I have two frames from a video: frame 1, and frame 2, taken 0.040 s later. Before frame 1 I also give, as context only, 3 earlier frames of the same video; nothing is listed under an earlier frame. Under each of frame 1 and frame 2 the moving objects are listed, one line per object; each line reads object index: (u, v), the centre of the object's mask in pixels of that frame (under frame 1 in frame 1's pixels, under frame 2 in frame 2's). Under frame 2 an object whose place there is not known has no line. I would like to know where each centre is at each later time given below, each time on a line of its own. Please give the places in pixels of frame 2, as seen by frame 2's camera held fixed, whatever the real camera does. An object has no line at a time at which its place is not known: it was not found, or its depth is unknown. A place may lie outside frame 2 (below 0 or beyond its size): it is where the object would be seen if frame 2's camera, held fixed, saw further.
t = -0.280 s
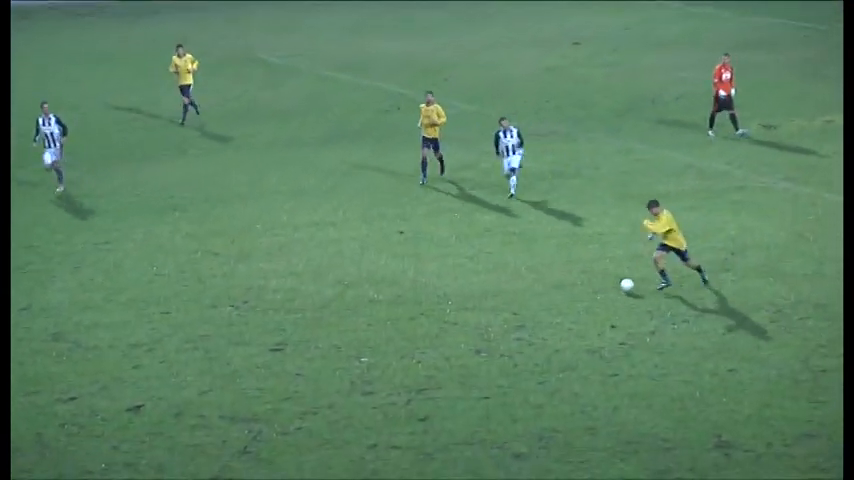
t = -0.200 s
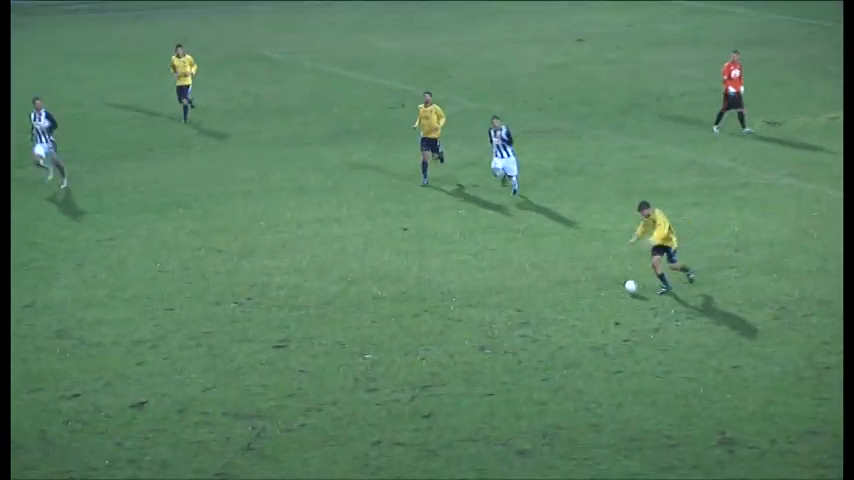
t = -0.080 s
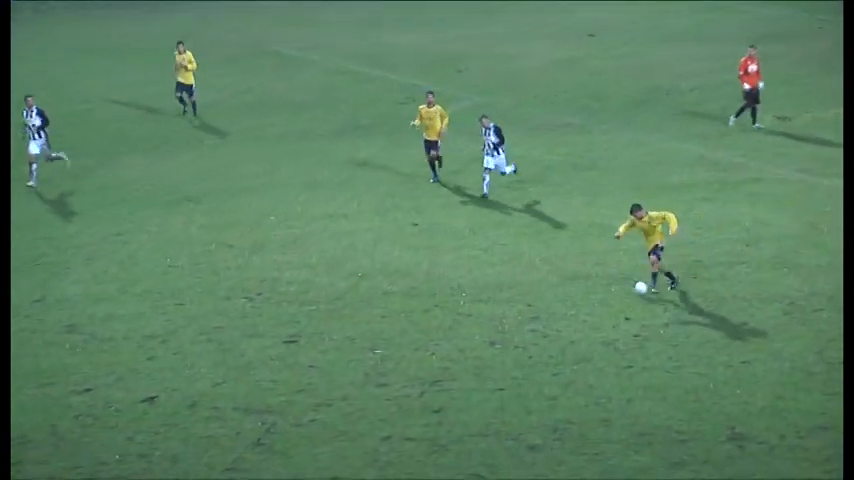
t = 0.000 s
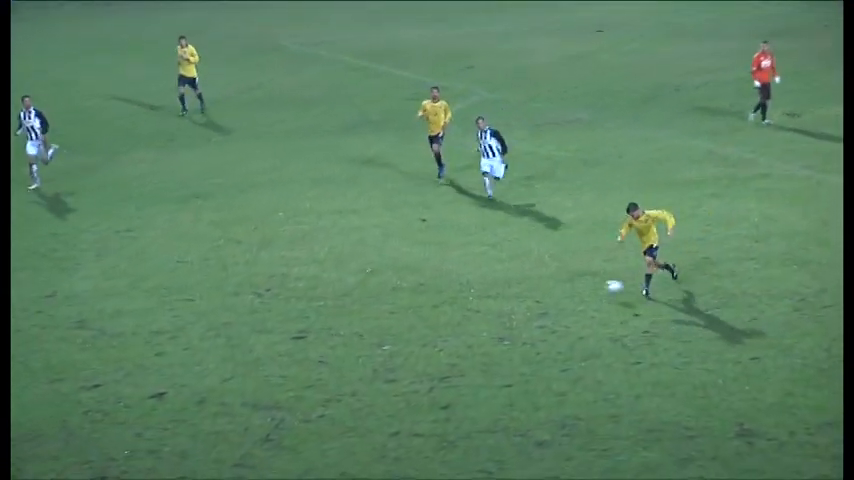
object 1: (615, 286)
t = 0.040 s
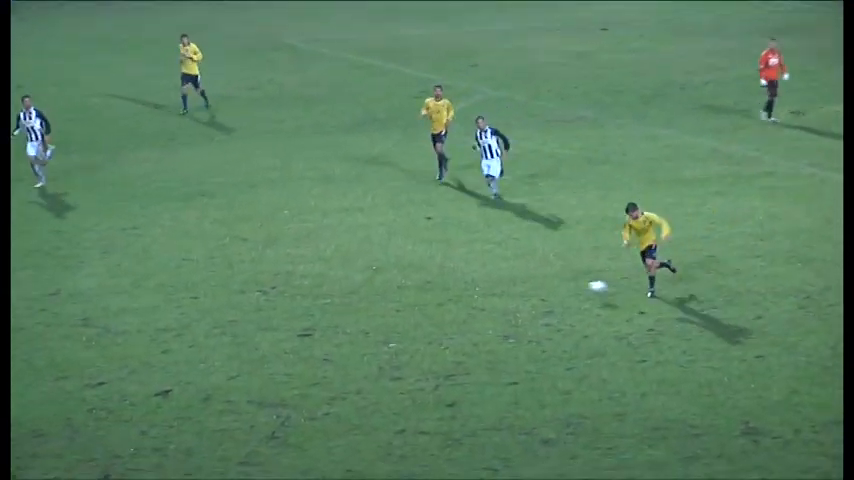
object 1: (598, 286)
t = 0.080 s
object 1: (576, 291)
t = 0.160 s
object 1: (533, 302)
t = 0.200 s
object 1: (513, 302)
